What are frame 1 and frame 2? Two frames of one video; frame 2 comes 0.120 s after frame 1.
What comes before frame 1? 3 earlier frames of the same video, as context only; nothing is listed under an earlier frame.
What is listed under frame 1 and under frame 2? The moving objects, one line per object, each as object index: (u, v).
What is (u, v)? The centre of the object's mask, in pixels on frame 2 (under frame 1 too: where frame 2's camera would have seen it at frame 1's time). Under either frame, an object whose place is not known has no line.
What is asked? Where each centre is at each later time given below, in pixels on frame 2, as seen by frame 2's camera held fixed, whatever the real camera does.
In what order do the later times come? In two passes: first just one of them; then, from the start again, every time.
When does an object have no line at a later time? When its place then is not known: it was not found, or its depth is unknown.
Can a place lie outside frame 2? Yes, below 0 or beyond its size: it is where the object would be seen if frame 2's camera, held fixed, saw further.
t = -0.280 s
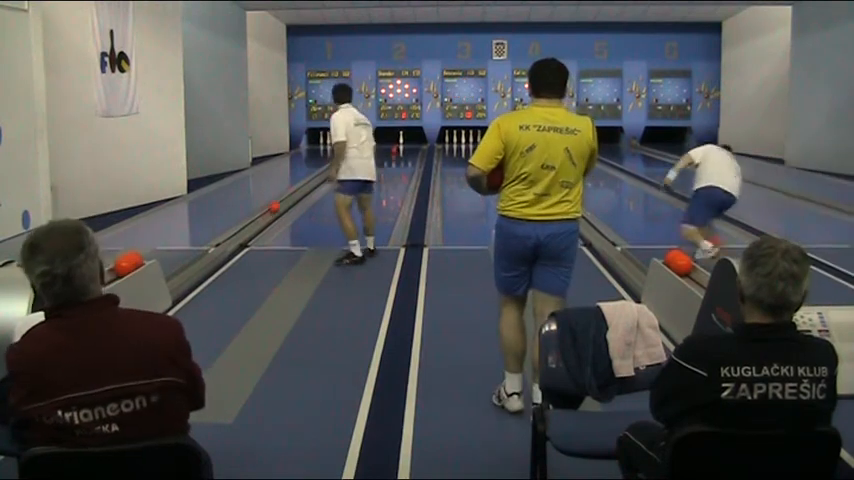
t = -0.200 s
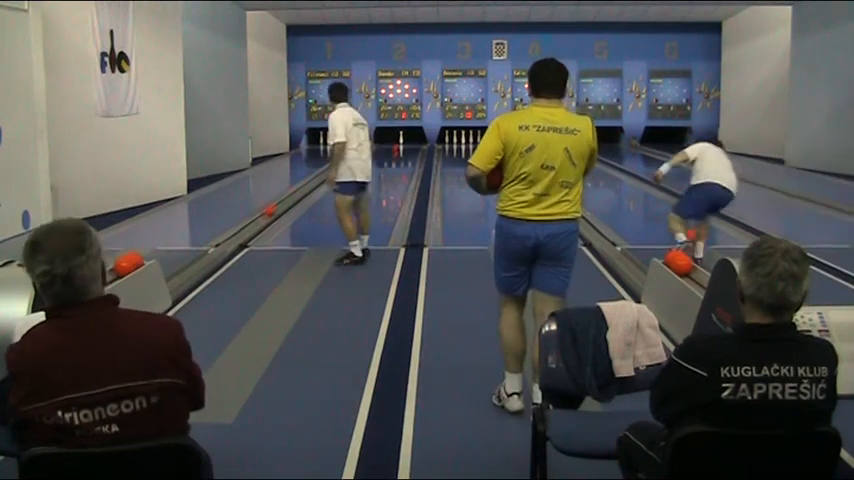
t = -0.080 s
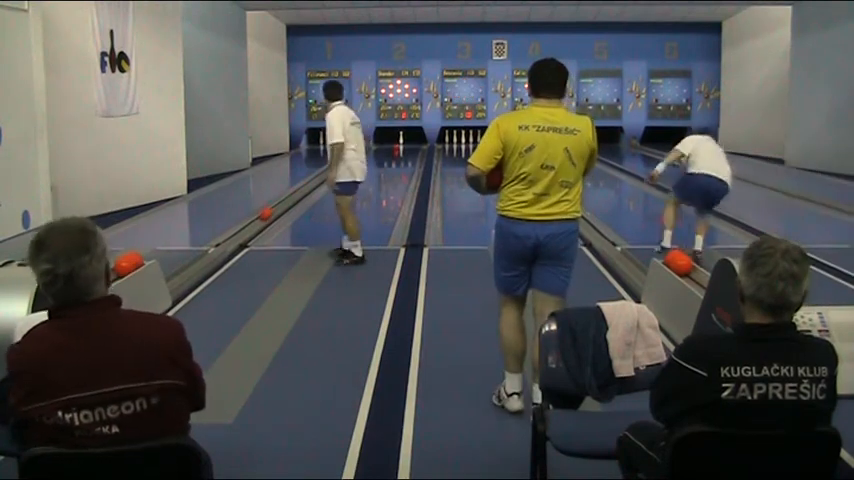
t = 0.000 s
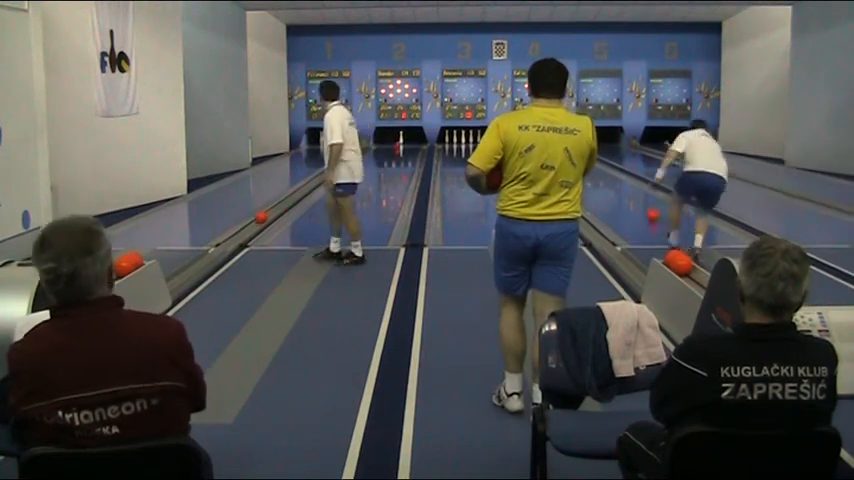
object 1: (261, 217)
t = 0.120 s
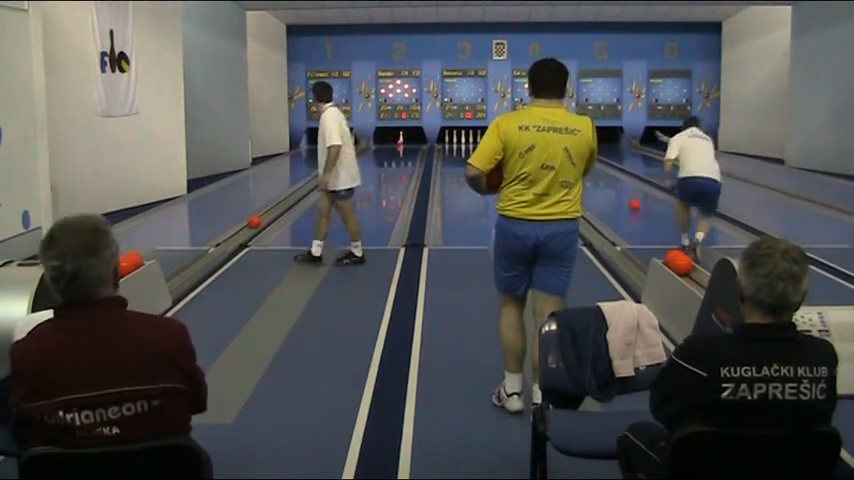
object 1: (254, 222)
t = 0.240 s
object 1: (248, 226)
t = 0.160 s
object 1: (252, 224)
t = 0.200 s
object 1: (250, 225)
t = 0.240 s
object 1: (248, 226)
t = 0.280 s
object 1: (245, 229)
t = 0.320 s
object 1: (243, 230)
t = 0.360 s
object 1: (241, 232)
